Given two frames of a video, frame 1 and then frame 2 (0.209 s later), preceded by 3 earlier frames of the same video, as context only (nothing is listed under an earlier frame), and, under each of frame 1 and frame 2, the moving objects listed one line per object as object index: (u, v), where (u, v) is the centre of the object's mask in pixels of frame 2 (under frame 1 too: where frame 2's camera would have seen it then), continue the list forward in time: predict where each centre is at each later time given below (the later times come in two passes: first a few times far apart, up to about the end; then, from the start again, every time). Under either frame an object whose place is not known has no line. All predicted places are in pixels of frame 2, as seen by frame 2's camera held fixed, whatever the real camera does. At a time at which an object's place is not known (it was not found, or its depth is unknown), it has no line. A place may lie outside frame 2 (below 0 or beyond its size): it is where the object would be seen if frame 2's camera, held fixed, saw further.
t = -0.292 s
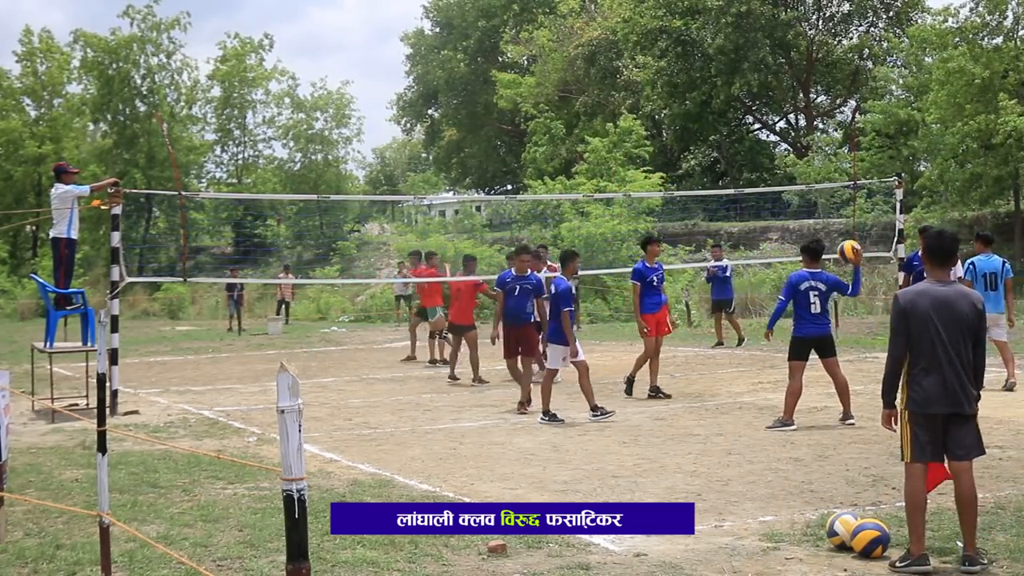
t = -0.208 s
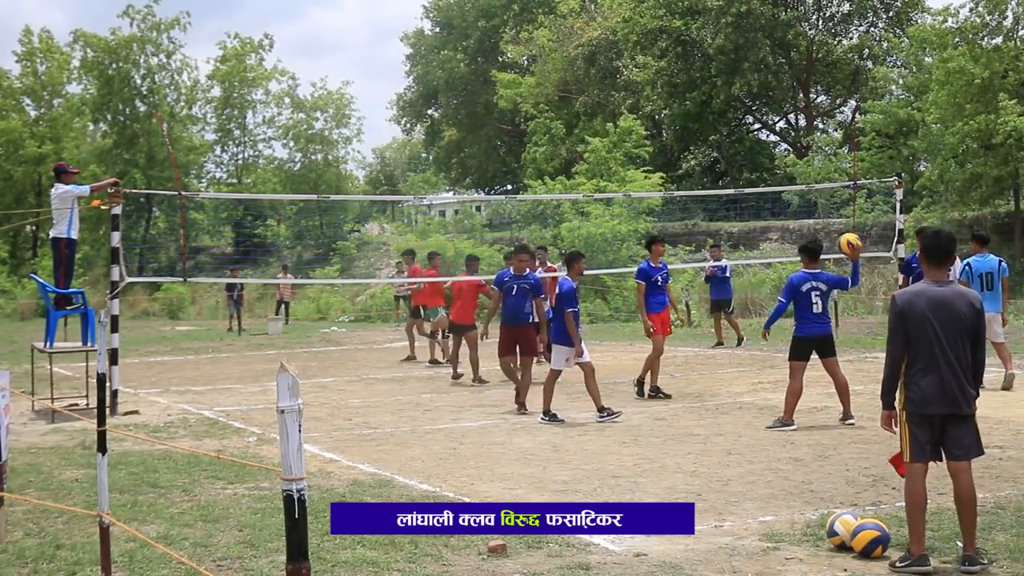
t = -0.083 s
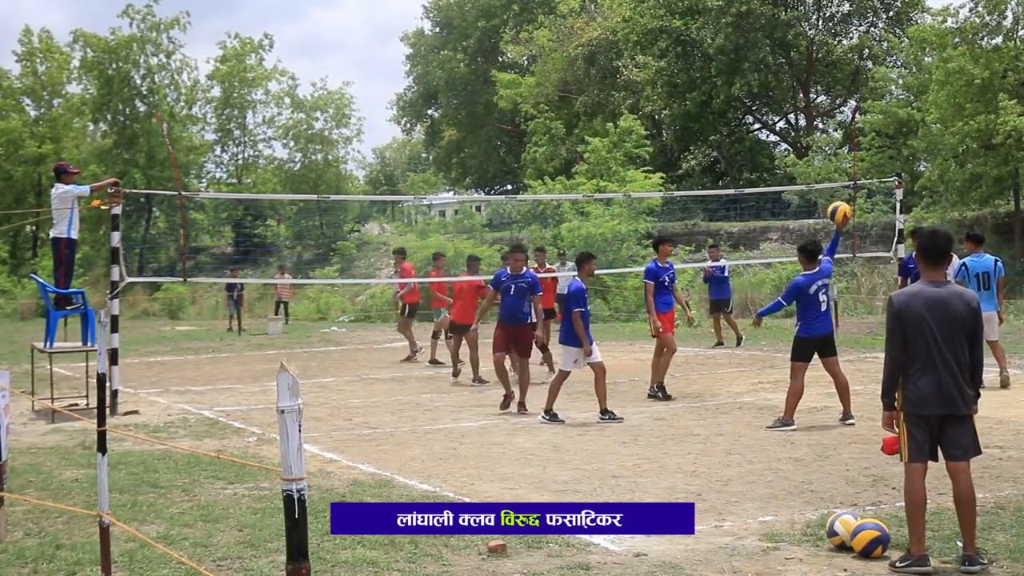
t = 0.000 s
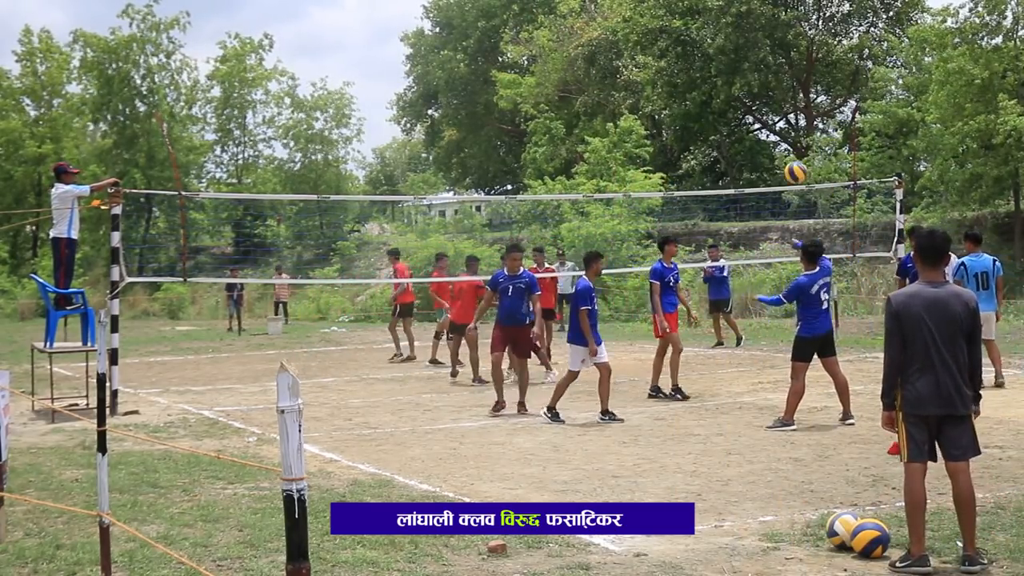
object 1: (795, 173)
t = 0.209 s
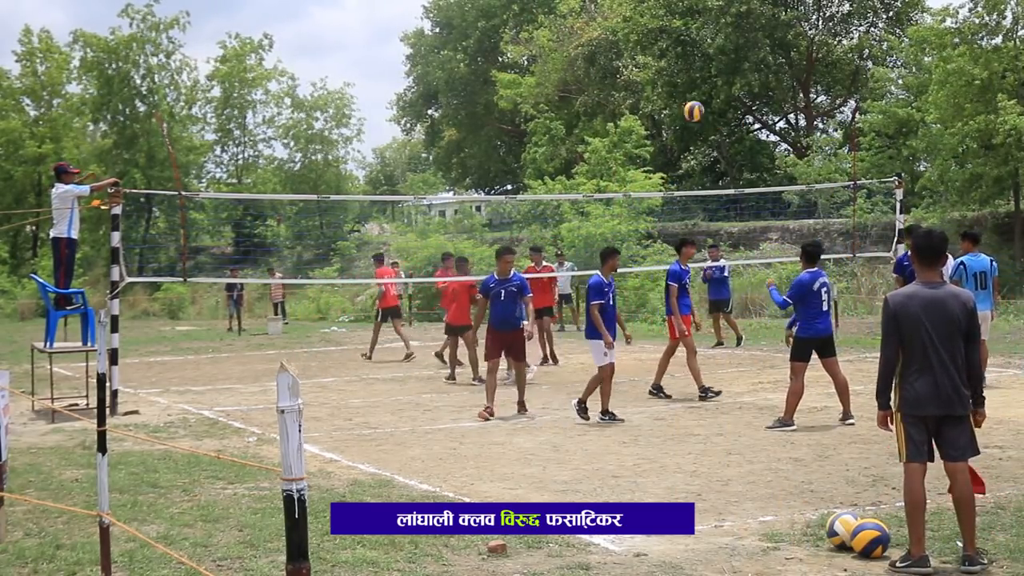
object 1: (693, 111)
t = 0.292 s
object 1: (659, 99)
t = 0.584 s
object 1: (558, 107)
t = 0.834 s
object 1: (488, 159)
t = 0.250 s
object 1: (675, 105)
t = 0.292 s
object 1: (659, 99)
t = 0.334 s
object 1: (643, 96)
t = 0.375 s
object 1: (627, 95)
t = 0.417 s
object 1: (612, 95)
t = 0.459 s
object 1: (598, 95)
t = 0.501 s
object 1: (584, 98)
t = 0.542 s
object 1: (571, 102)
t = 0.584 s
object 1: (558, 107)
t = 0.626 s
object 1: (545, 112)
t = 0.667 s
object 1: (533, 120)
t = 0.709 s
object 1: (522, 128)
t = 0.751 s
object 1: (510, 138)
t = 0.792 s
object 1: (499, 148)
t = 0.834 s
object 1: (488, 159)
